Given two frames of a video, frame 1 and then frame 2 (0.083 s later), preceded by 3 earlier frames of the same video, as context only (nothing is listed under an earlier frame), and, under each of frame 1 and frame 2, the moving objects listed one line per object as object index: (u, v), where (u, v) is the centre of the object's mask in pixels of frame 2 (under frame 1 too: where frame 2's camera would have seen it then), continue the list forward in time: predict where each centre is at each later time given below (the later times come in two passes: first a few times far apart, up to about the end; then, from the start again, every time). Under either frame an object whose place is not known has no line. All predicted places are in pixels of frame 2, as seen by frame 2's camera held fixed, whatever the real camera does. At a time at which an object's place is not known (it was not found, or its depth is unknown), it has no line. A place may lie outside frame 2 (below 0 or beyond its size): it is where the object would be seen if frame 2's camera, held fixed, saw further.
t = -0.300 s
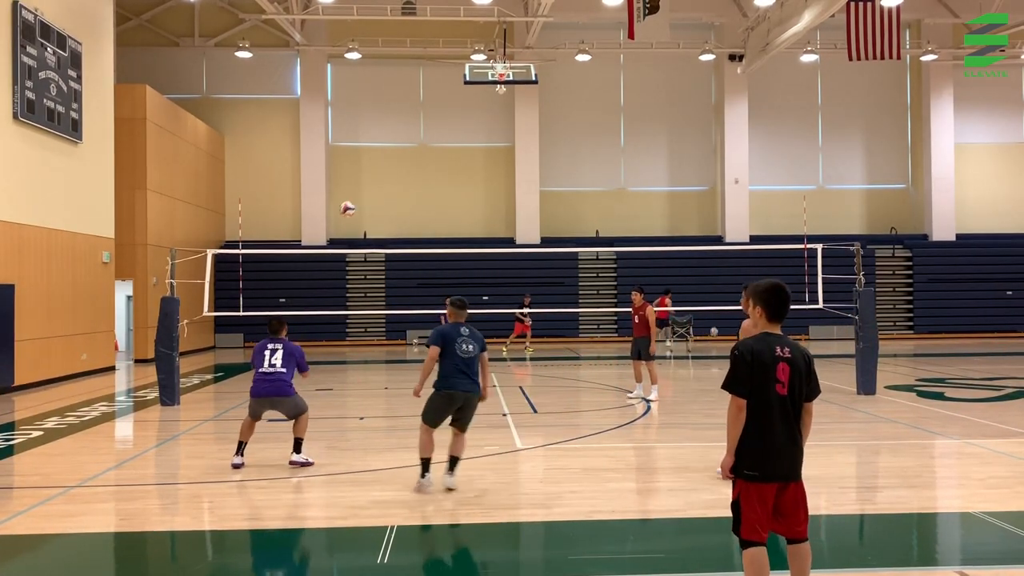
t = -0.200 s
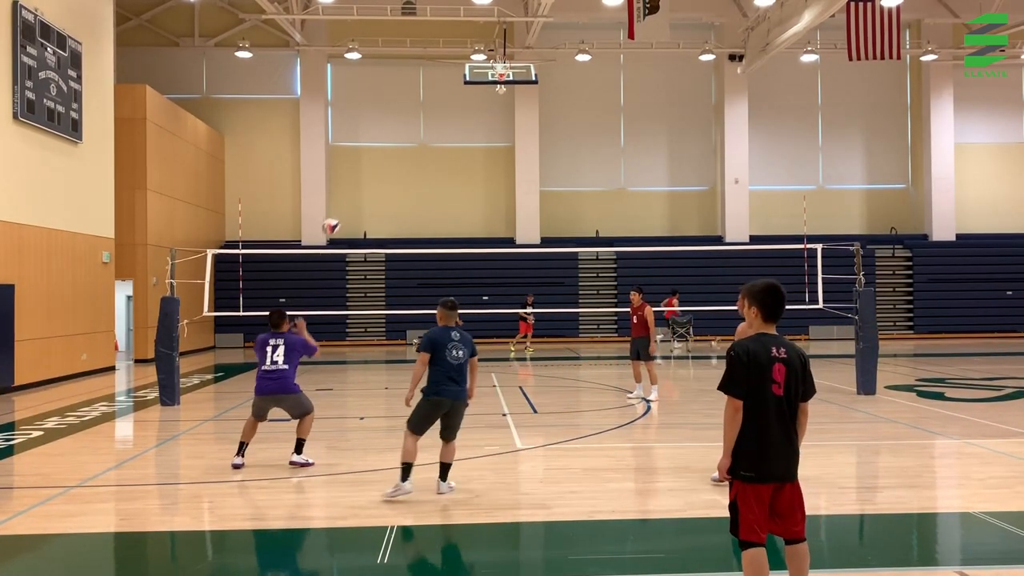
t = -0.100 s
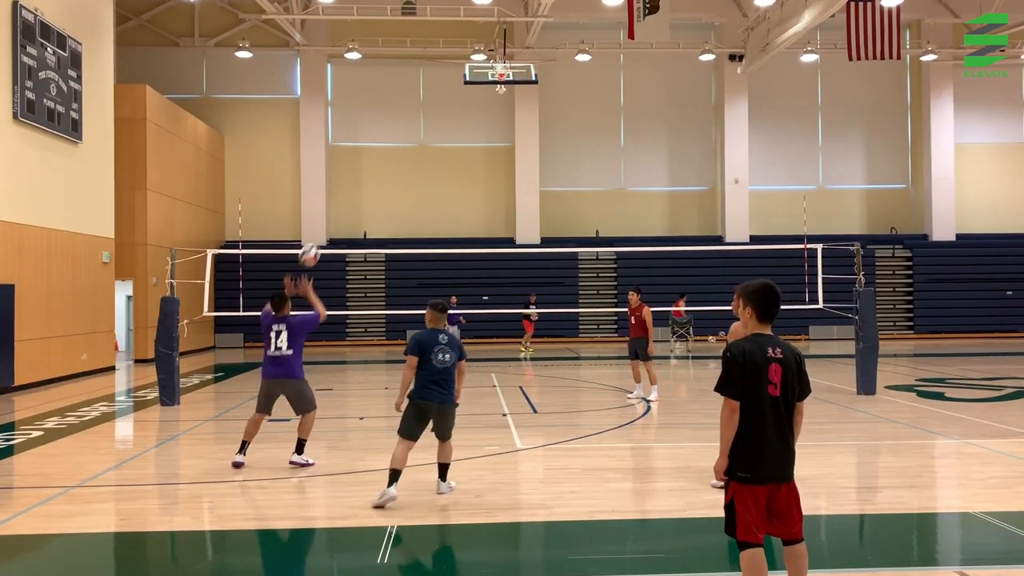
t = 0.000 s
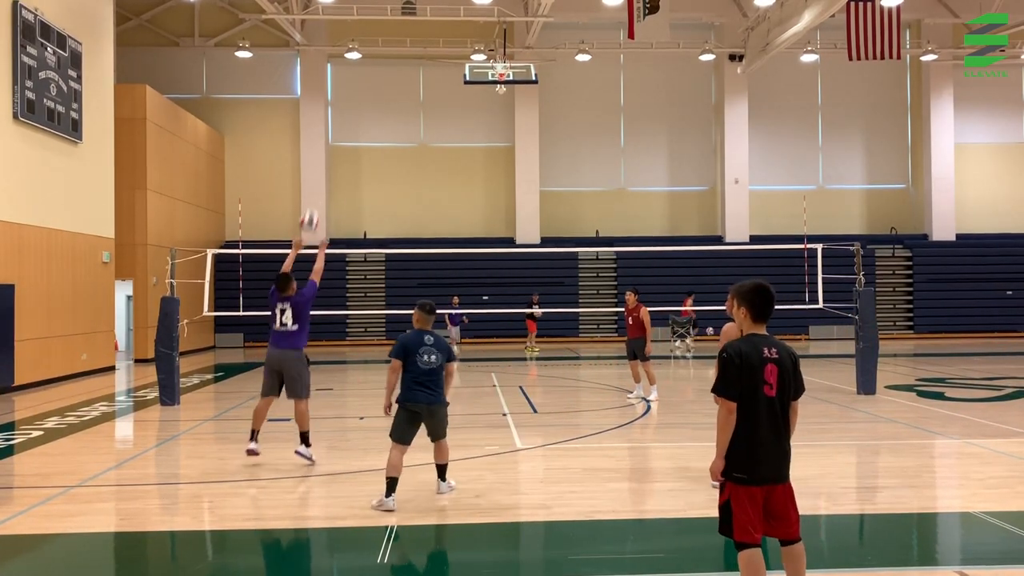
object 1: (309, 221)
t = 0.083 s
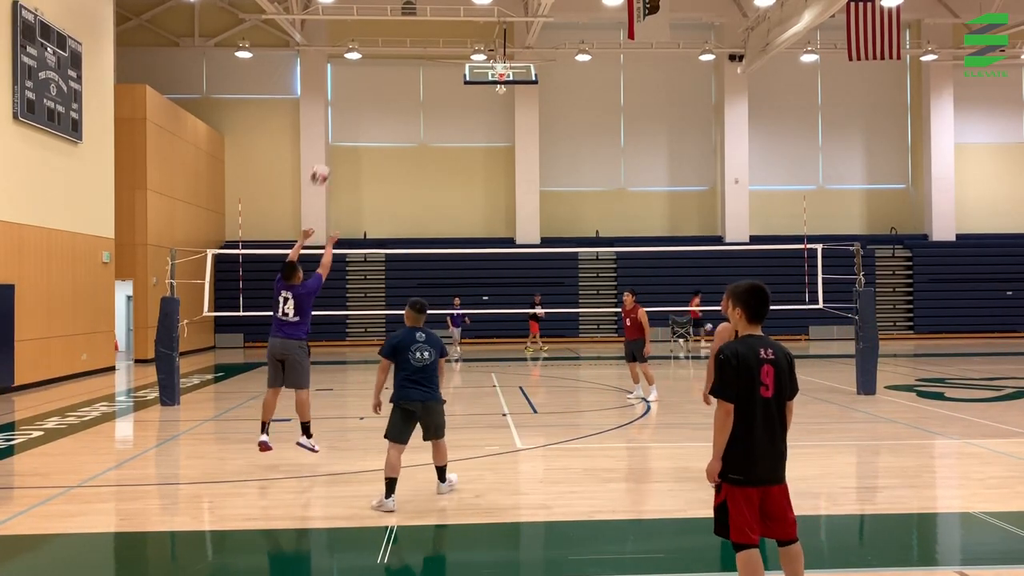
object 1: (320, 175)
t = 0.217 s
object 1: (336, 118)
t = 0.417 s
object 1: (355, 71)
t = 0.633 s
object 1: (374, 61)
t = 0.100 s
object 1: (323, 166)
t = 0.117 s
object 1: (324, 158)
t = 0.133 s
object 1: (325, 151)
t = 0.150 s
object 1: (327, 144)
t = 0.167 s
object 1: (330, 136)
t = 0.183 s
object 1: (331, 130)
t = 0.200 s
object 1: (333, 124)
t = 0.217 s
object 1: (336, 118)
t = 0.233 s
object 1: (337, 112)
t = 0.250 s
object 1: (339, 107)
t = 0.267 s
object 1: (340, 102)
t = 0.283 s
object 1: (342, 98)
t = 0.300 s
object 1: (343, 93)
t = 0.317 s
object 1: (345, 89)
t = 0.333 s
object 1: (347, 85)
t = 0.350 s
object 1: (349, 82)
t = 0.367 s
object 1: (351, 79)
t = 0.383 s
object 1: (351, 76)
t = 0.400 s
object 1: (353, 73)
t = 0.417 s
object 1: (355, 71)
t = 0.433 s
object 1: (356, 68)
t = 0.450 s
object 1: (358, 67)
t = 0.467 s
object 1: (360, 66)
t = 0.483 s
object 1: (362, 64)
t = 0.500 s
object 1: (363, 63)
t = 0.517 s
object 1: (365, 62)
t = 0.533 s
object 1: (366, 61)
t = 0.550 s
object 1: (368, 60)
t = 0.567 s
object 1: (369, 60)
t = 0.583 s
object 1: (370, 60)
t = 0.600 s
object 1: (371, 60)
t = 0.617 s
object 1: (373, 60)
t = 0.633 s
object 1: (374, 61)
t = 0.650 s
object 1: (376, 61)
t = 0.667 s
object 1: (377, 62)
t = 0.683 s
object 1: (378, 64)
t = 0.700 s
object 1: (380, 65)
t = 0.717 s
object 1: (380, 67)
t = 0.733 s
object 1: (382, 69)
